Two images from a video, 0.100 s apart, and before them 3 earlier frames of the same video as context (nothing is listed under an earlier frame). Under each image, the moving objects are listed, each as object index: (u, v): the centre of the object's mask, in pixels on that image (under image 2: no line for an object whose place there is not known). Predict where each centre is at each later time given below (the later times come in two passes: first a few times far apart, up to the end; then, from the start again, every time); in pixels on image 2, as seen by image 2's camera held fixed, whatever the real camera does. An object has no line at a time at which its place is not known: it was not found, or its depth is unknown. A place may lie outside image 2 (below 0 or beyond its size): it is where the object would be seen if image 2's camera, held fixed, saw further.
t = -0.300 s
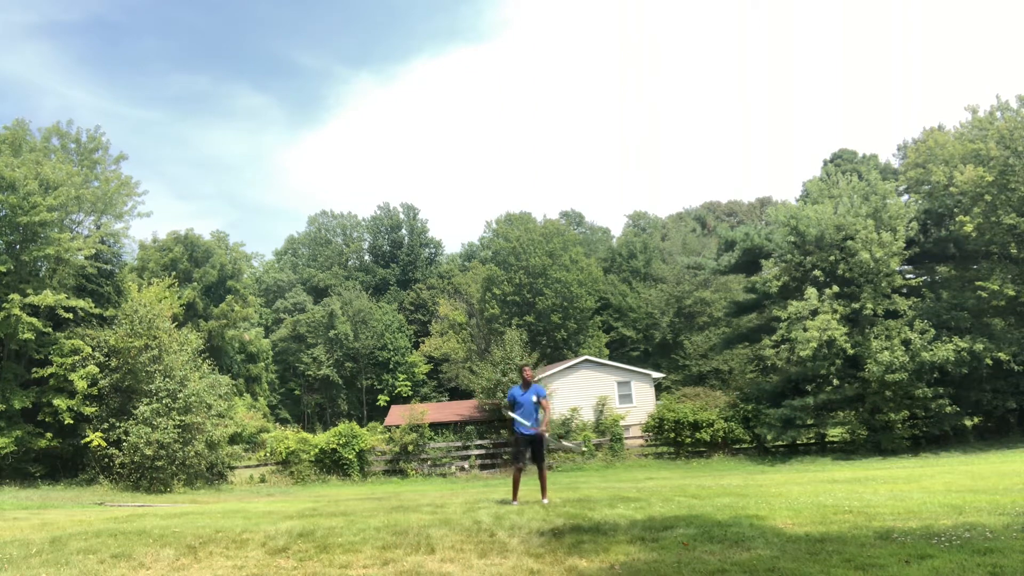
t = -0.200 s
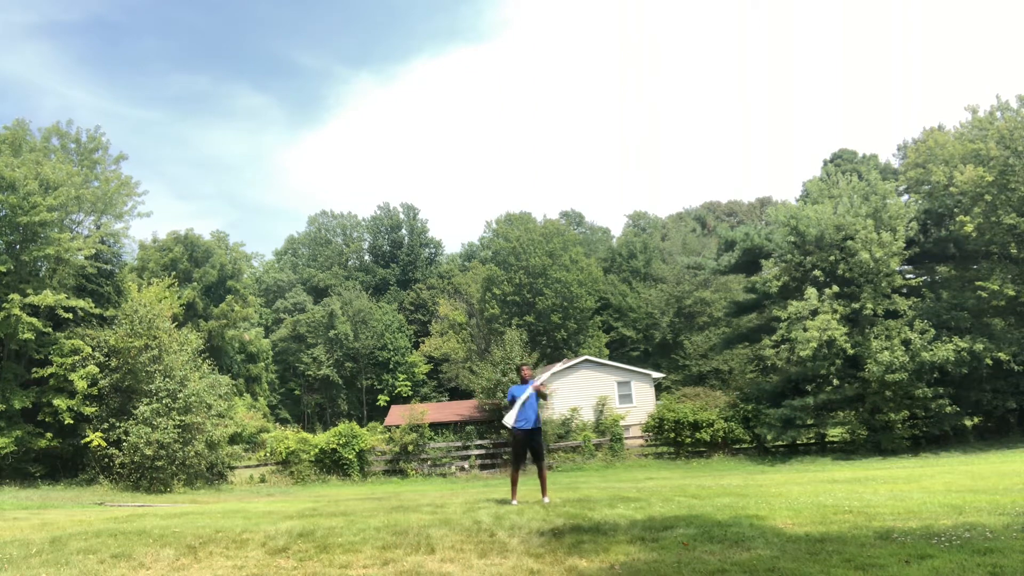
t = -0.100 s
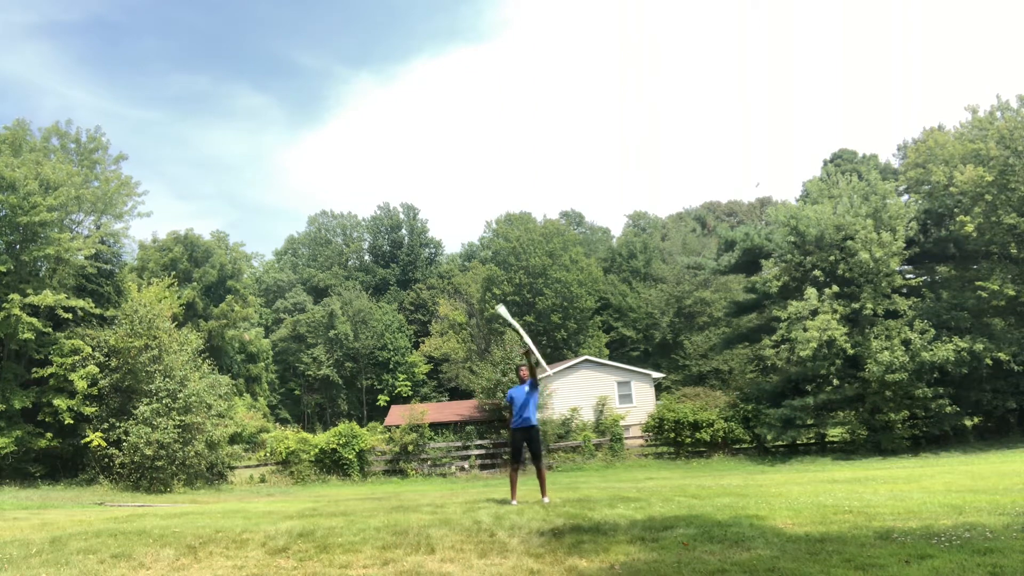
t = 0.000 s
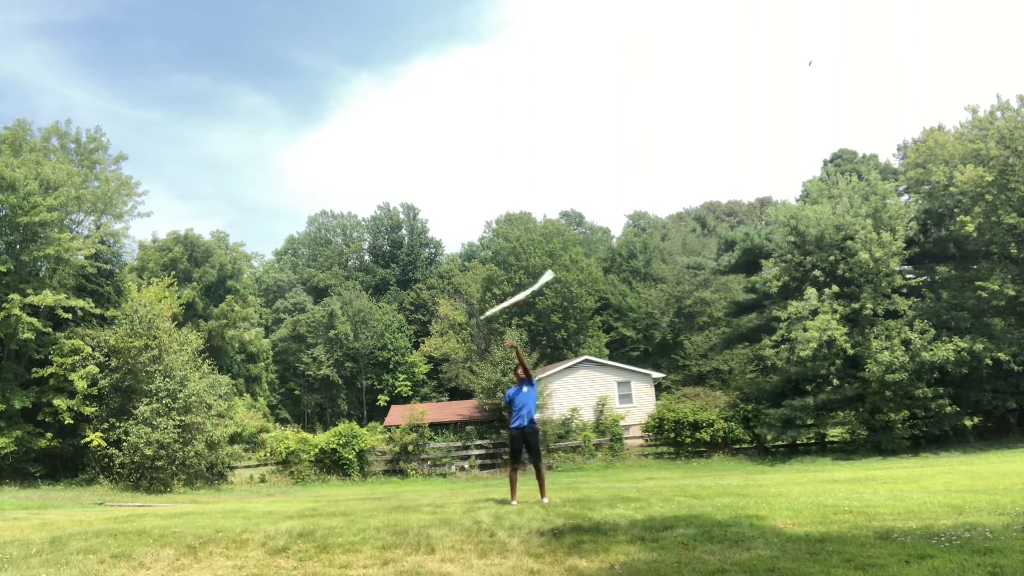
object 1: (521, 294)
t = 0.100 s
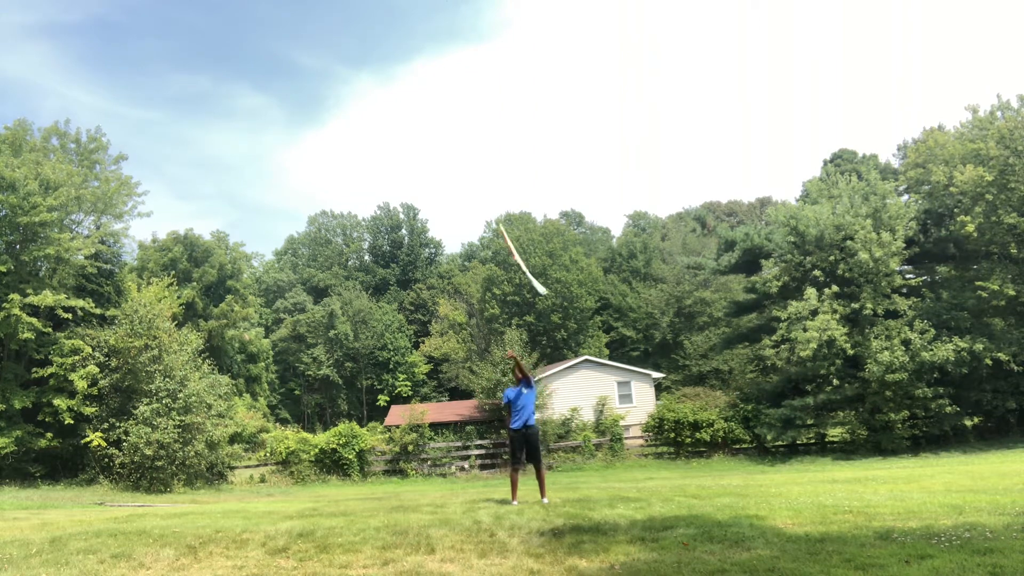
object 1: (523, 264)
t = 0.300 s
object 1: (514, 219)
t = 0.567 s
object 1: (510, 225)
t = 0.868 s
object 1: (525, 273)
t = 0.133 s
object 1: (520, 257)
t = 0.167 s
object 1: (514, 251)
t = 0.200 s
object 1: (514, 238)
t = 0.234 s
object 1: (511, 230)
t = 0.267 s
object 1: (514, 224)
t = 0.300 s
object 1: (514, 219)
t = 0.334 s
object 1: (515, 215)
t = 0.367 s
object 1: (518, 207)
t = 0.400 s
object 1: (519, 208)
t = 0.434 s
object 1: (519, 209)
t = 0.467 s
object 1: (520, 211)
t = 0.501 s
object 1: (519, 215)
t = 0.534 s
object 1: (517, 220)
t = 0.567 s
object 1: (510, 225)
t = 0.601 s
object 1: (510, 221)
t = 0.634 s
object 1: (512, 222)
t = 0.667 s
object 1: (513, 226)
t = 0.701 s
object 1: (515, 230)
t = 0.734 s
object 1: (517, 237)
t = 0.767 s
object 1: (518, 245)
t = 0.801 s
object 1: (519, 253)
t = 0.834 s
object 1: (523, 262)
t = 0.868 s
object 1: (525, 273)
